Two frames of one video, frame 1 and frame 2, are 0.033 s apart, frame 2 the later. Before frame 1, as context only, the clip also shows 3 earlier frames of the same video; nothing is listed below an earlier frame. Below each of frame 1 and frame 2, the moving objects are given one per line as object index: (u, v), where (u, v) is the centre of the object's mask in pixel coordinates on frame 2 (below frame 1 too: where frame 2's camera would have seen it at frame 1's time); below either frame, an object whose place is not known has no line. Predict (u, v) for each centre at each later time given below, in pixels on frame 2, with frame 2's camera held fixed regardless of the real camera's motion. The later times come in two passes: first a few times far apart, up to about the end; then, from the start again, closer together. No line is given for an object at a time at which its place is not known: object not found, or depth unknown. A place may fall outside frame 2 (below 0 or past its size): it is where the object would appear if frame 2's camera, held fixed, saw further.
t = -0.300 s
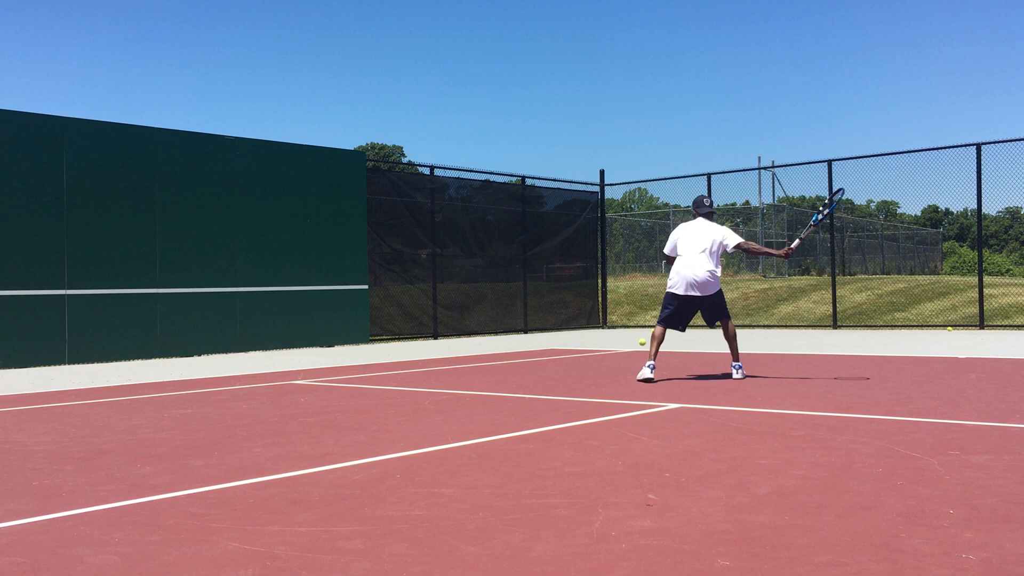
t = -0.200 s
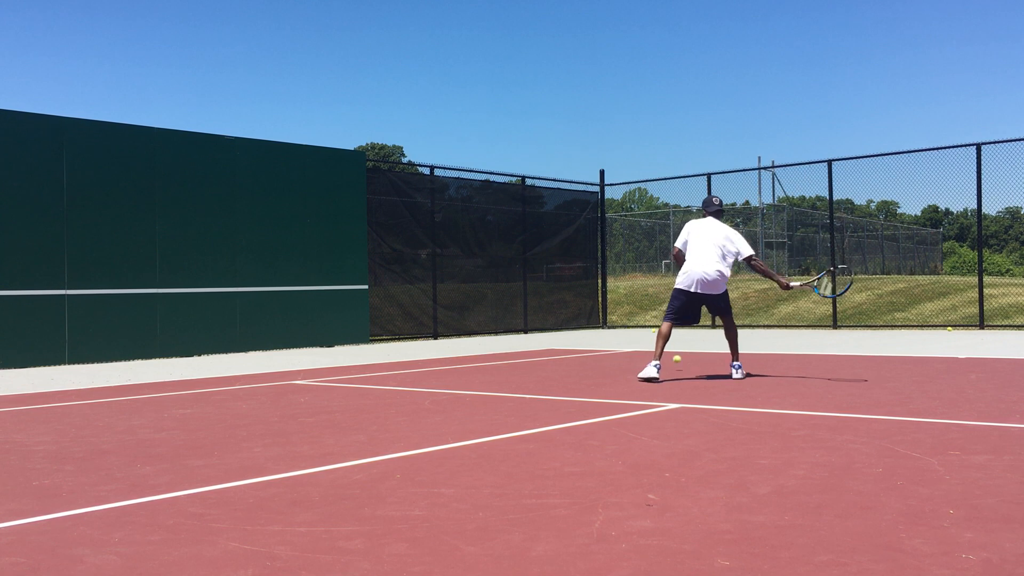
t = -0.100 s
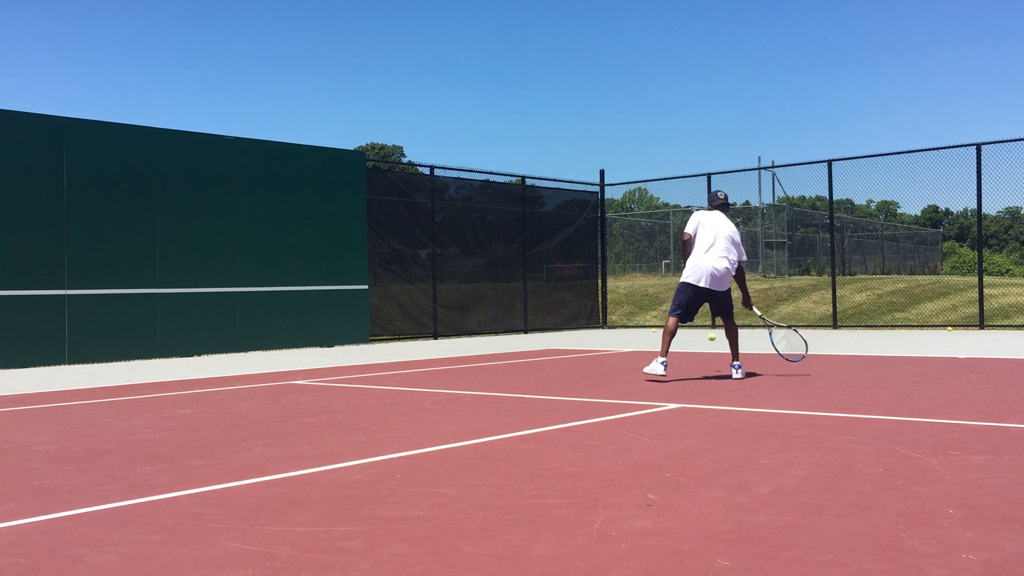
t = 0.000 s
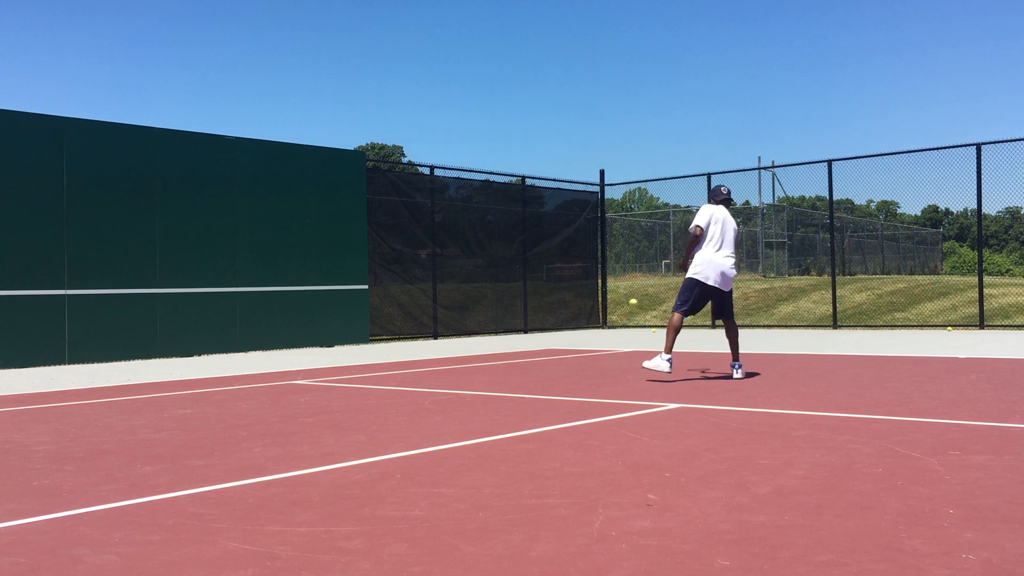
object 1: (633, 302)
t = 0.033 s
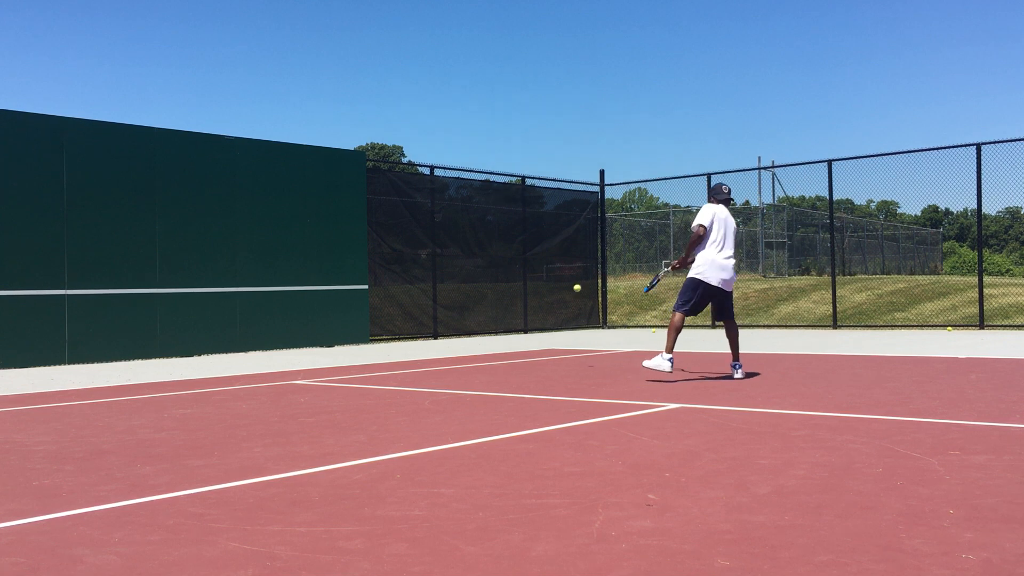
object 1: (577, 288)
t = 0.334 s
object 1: (235, 238)
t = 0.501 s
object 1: (236, 242)
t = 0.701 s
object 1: (316, 275)
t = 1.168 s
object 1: (493, 294)
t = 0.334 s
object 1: (235, 238)
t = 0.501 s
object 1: (236, 242)
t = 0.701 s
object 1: (316, 275)
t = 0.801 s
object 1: (361, 307)
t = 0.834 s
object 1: (376, 320)
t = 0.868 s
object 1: (392, 335)
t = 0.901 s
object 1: (409, 352)
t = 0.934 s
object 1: (425, 364)
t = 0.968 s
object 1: (434, 352)
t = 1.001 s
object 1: (443, 339)
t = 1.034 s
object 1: (453, 329)
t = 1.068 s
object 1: (463, 318)
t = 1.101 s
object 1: (472, 309)
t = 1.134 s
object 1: (482, 301)
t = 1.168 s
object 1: (493, 294)
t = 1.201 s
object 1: (503, 288)
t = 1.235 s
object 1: (514, 283)
